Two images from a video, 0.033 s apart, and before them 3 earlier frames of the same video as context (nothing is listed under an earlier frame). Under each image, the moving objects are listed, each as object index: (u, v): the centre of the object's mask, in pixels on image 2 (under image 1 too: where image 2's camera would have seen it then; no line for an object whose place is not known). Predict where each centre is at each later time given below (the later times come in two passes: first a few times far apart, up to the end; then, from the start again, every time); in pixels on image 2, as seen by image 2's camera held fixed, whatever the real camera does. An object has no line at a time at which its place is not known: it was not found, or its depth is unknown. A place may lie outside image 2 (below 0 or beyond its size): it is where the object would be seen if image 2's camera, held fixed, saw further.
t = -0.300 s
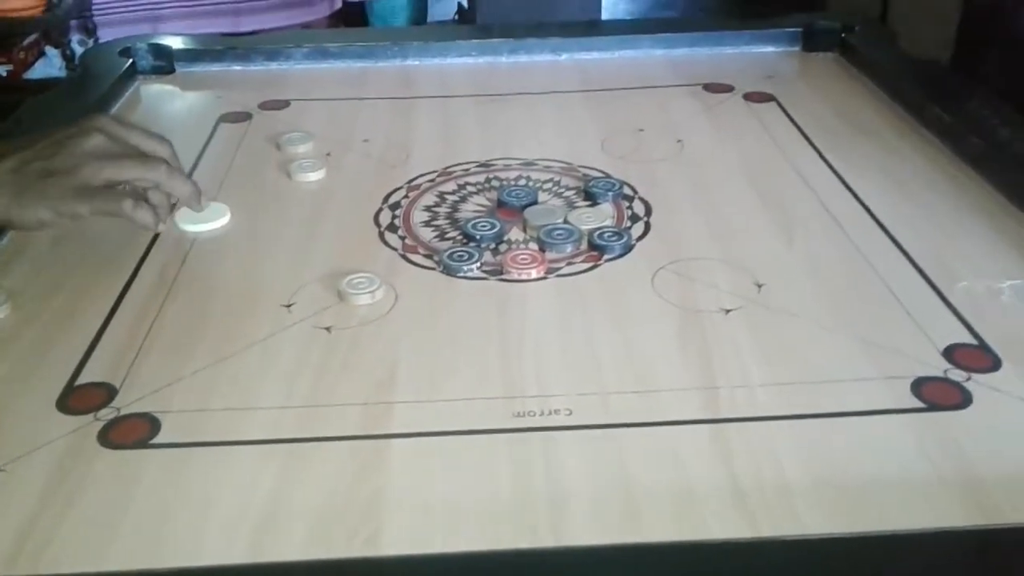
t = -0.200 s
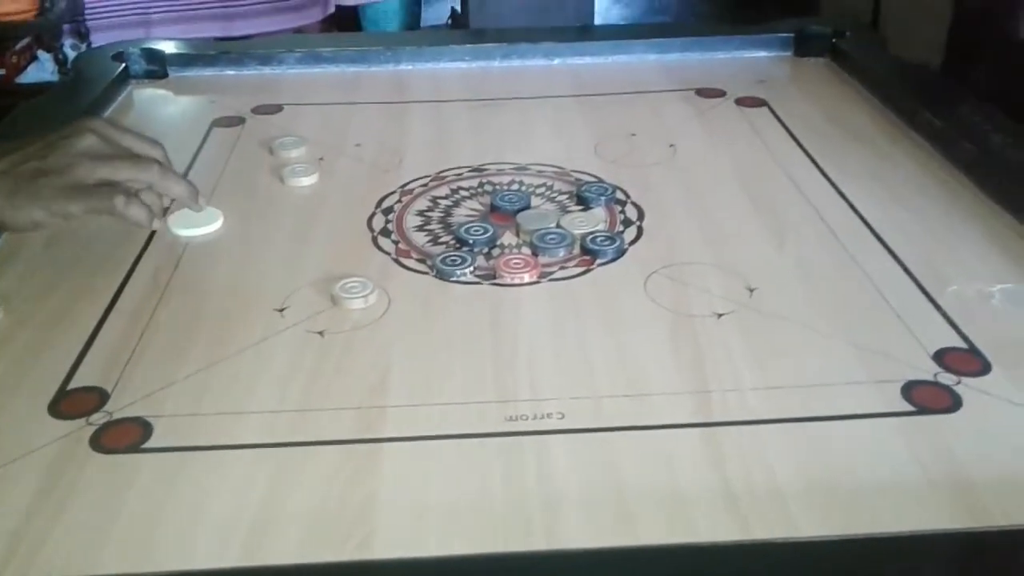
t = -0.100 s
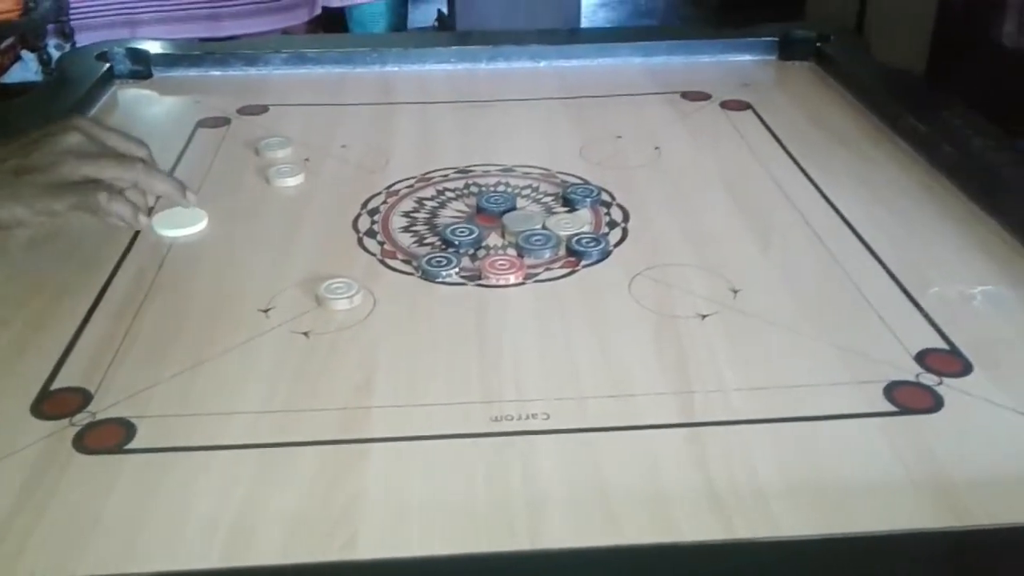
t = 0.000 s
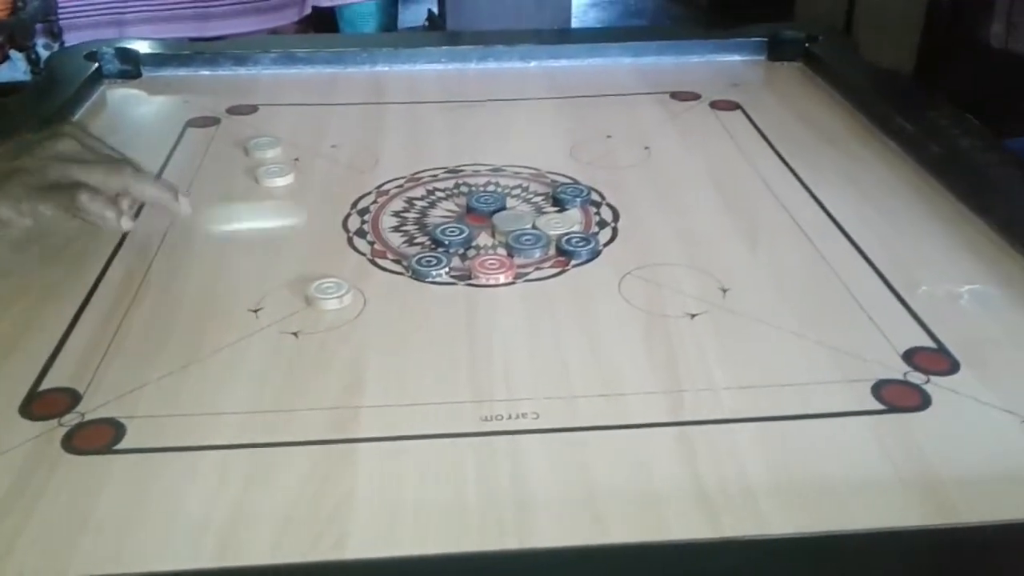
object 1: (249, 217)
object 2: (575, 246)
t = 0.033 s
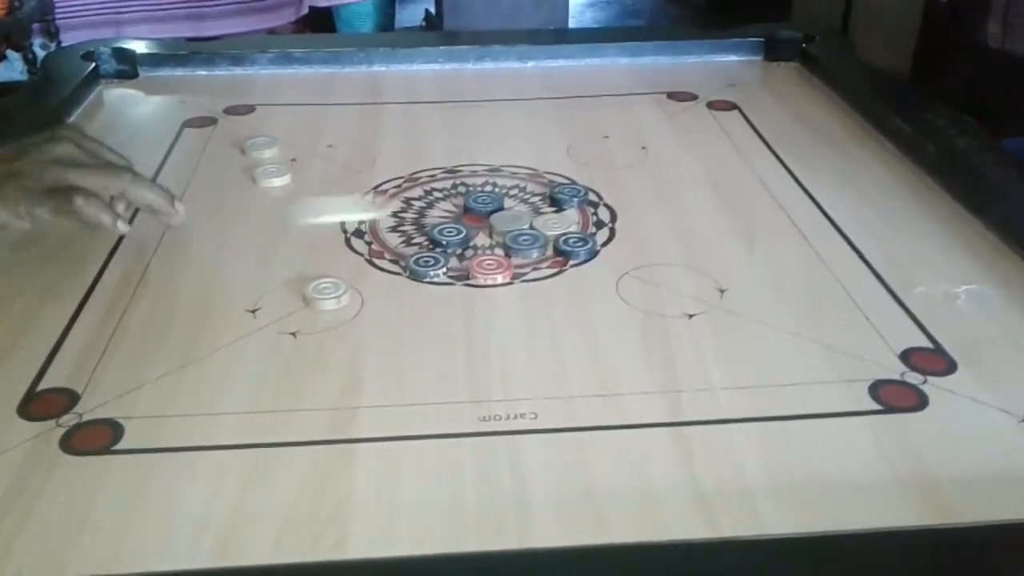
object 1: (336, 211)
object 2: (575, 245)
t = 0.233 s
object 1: (584, 166)
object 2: (595, 268)
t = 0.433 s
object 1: (671, 148)
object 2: (597, 273)
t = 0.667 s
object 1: (685, 145)
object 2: (597, 273)
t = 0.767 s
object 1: (685, 145)
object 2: (598, 273)
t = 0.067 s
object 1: (425, 201)
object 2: (575, 246)
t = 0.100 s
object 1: (470, 194)
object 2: (575, 246)
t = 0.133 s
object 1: (502, 186)
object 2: (580, 251)
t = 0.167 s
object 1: (533, 178)
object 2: (586, 257)
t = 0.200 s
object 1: (560, 171)
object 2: (590, 263)
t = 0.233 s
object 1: (584, 166)
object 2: (595, 268)
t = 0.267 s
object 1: (604, 161)
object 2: (597, 271)
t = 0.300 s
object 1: (621, 158)
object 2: (597, 272)
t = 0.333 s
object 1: (638, 155)
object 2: (597, 273)
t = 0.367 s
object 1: (652, 151)
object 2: (597, 273)
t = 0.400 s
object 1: (662, 150)
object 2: (597, 273)
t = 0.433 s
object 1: (671, 148)
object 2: (597, 273)
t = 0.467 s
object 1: (678, 146)
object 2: (597, 273)
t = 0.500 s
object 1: (681, 146)
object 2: (598, 273)
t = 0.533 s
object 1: (683, 146)
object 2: (598, 273)
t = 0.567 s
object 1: (684, 146)
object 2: (597, 273)
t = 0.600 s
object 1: (685, 145)
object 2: (597, 273)
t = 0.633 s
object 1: (685, 146)
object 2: (597, 273)
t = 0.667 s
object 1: (685, 145)
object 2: (597, 273)
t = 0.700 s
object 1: (685, 145)
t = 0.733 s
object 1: (684, 146)
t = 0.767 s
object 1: (685, 145)
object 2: (598, 273)
